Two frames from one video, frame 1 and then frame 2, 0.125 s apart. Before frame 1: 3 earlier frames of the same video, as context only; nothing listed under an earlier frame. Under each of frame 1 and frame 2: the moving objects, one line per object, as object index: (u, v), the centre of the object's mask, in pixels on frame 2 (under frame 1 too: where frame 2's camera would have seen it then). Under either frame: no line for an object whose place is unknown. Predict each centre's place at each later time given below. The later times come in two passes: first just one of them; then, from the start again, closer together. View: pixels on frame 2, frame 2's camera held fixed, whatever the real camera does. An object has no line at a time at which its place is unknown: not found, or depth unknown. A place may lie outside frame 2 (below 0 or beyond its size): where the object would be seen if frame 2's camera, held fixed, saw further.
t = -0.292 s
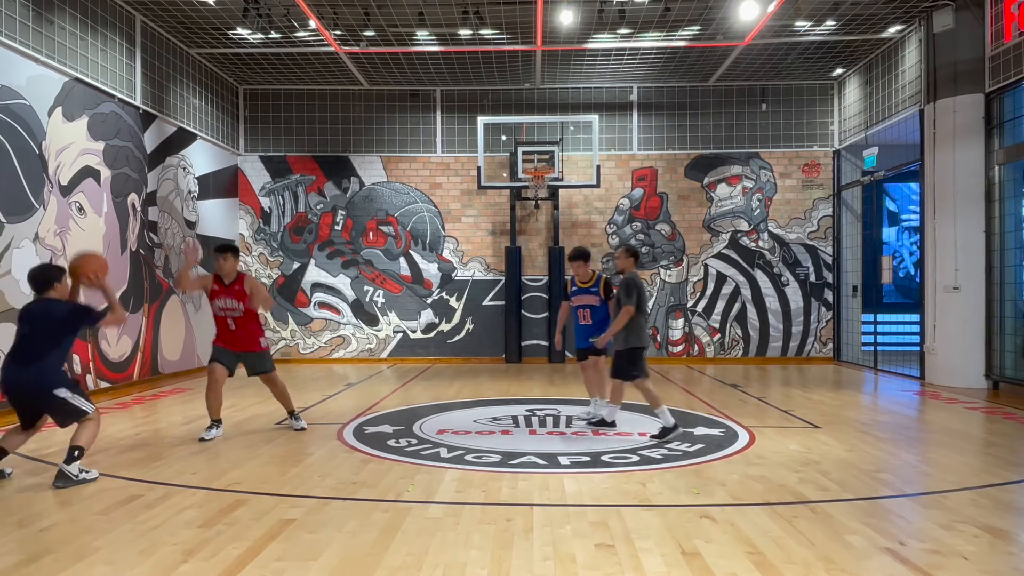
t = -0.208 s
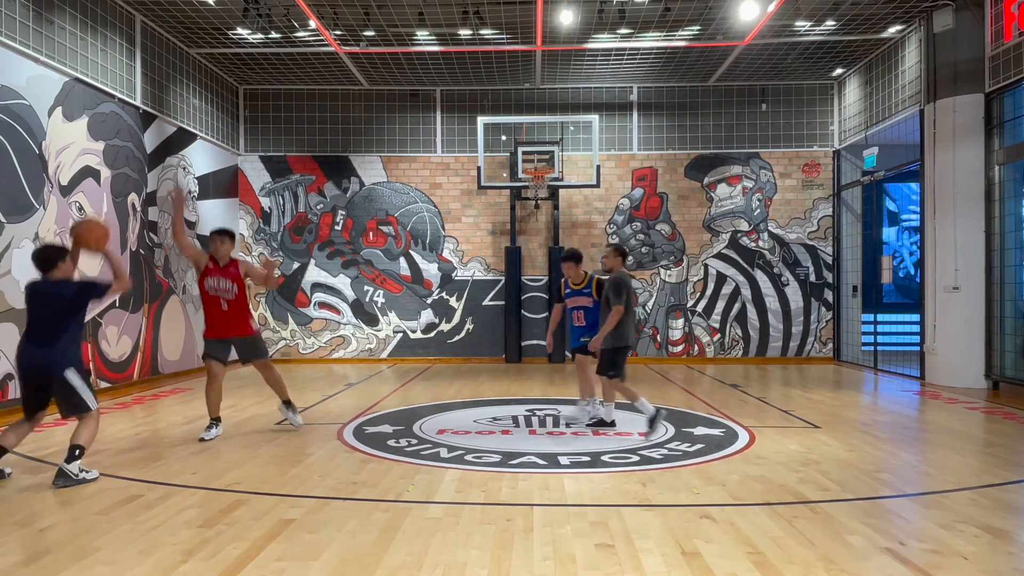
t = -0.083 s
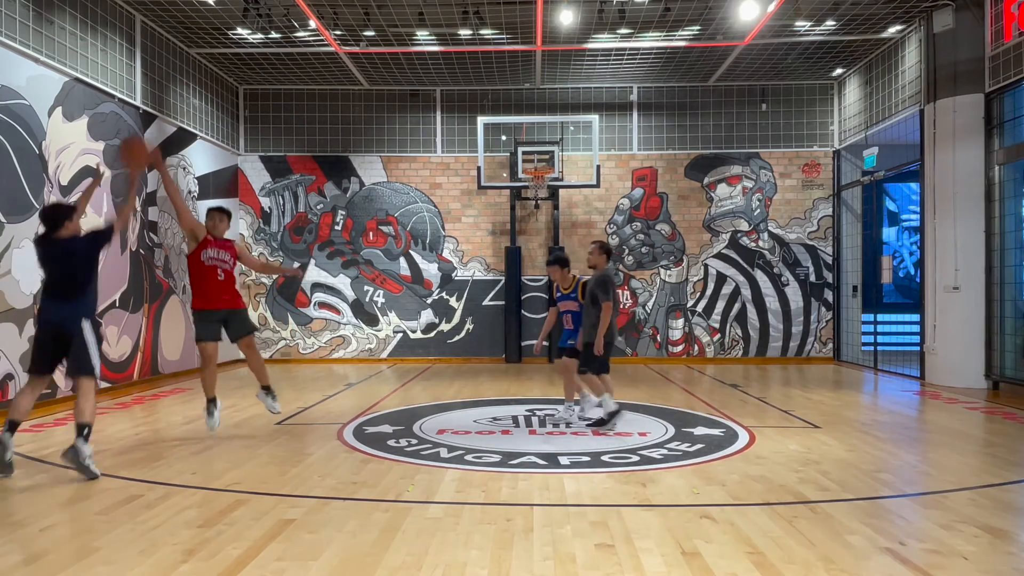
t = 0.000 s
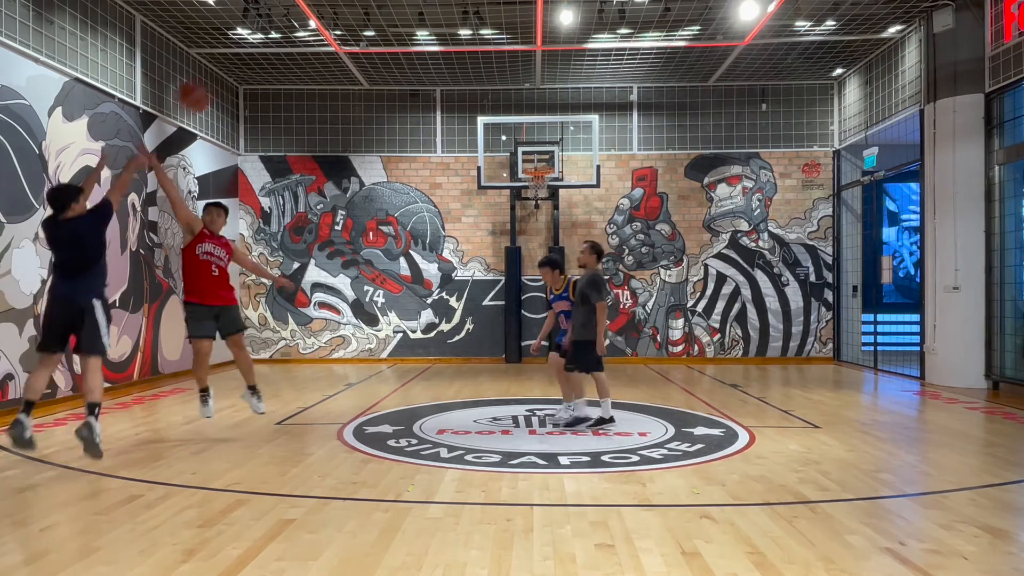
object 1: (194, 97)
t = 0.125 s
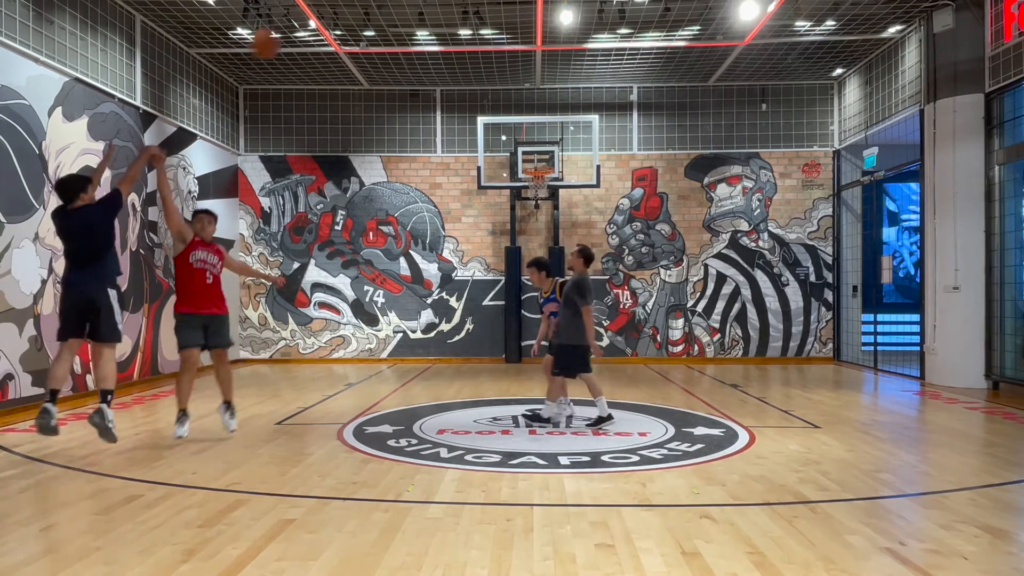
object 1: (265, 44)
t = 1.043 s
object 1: (545, 162)
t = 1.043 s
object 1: (545, 162)
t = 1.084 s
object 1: (549, 177)
